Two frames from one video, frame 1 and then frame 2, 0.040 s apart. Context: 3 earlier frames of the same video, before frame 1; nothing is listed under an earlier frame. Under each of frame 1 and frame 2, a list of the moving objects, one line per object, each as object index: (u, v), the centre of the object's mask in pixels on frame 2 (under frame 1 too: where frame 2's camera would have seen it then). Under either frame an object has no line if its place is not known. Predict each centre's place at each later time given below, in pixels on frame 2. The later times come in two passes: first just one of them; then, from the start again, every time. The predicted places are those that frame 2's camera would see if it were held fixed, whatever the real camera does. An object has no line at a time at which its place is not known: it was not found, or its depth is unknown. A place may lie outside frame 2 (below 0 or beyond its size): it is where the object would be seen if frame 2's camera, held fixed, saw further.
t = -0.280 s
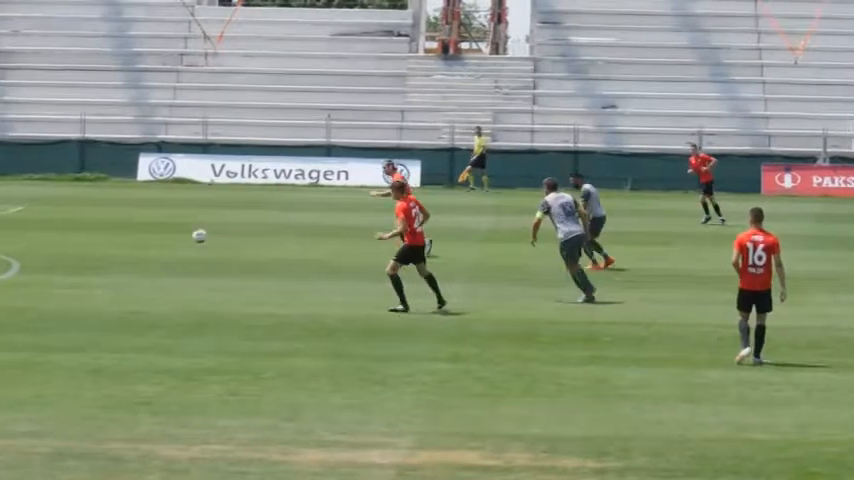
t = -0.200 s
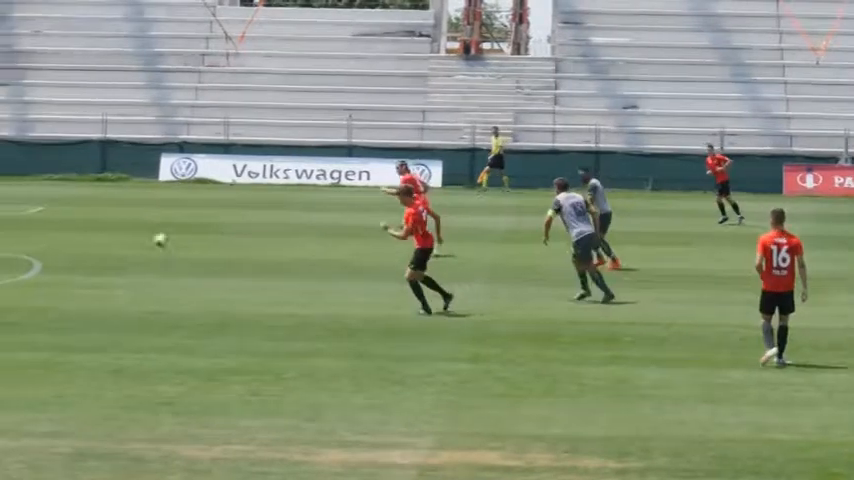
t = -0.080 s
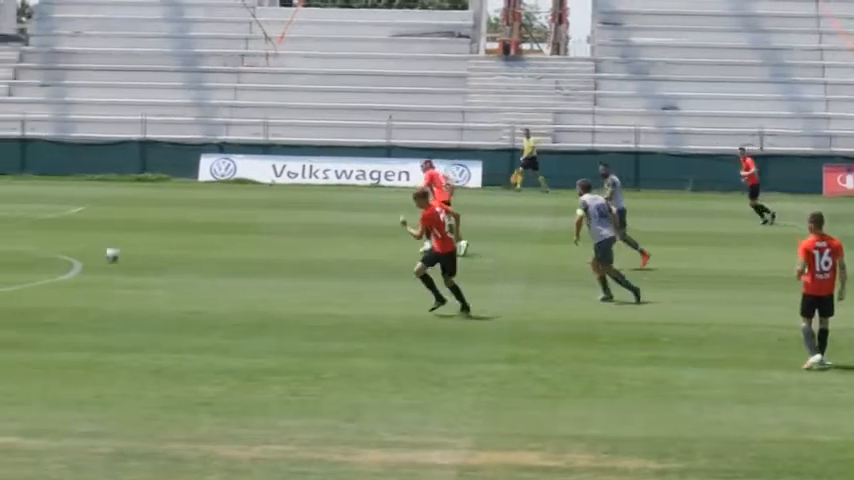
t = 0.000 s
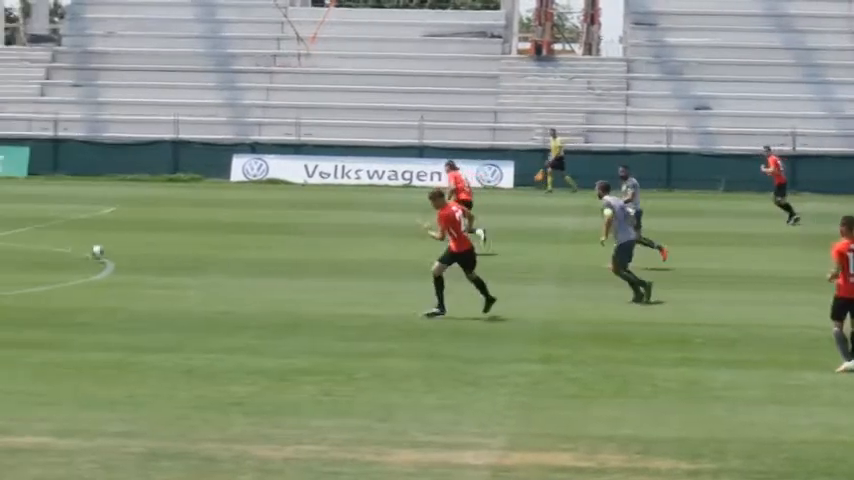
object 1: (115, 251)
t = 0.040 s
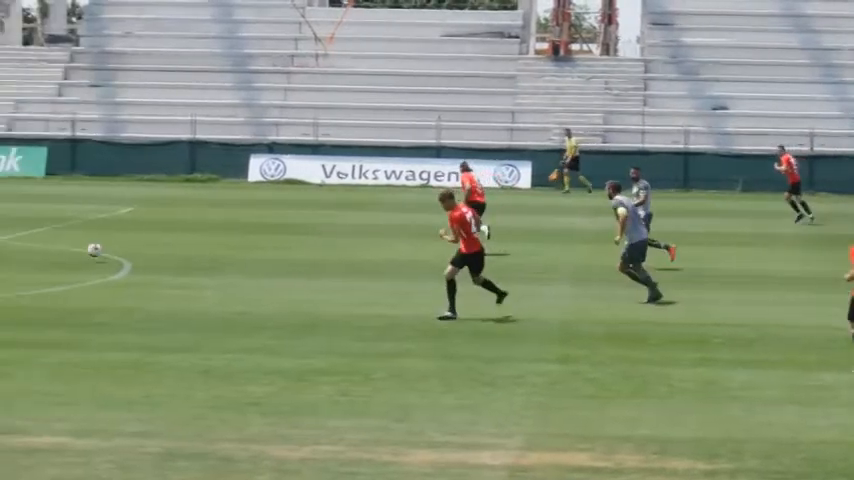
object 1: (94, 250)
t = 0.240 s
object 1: (-11, 254)
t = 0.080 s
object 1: (73, 247)
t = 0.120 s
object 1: (52, 248)
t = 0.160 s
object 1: (31, 249)
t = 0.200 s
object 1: (9, 250)
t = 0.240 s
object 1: (-11, 254)
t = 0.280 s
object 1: (-32, 258)
